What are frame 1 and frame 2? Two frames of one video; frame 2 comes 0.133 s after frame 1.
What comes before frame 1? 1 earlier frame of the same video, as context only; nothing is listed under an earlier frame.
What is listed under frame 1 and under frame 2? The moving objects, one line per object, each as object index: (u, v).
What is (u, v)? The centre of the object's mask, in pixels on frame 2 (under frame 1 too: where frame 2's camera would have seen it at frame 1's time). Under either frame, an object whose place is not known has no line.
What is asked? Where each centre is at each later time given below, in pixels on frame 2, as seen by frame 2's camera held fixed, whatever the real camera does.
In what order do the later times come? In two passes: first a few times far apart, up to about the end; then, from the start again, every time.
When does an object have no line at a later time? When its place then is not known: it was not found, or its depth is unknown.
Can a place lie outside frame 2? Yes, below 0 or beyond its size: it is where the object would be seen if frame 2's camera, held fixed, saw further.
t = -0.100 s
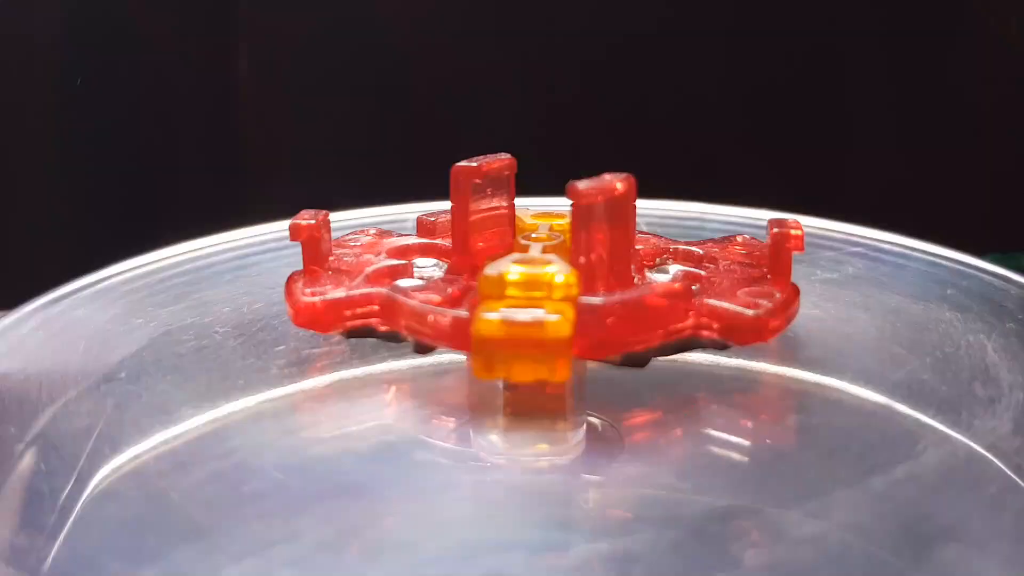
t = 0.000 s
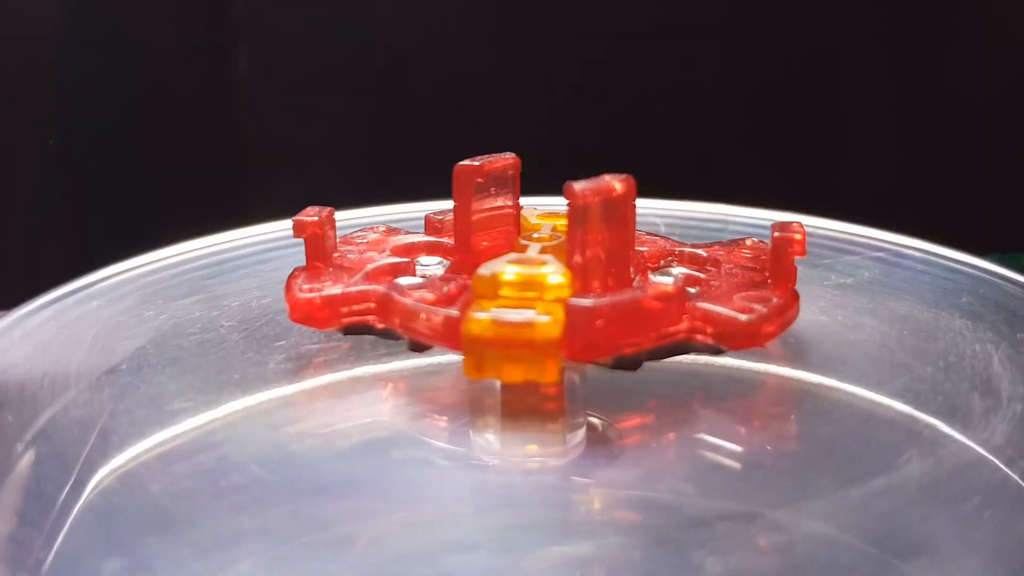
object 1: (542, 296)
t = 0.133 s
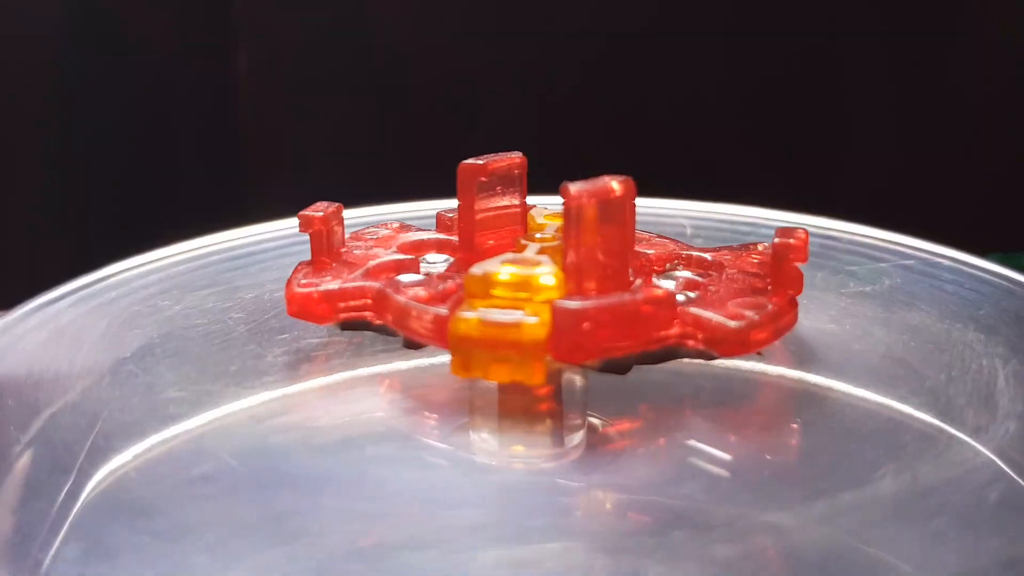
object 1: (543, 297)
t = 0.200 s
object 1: (544, 297)
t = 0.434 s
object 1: (544, 296)
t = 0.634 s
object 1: (547, 296)
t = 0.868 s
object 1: (550, 298)
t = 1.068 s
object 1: (551, 300)
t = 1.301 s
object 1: (552, 301)
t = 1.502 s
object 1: (552, 302)
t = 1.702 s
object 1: (551, 303)
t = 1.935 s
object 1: (550, 305)
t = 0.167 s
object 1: (544, 297)
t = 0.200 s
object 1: (544, 297)
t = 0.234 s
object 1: (544, 297)
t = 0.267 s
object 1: (544, 297)
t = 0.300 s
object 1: (545, 297)
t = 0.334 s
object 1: (544, 296)
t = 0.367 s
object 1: (544, 296)
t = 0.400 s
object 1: (544, 296)
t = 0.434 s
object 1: (544, 296)
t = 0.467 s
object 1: (545, 296)
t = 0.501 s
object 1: (545, 296)
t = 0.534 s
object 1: (545, 295)
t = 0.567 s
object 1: (546, 295)
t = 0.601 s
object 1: (546, 295)
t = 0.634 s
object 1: (547, 296)
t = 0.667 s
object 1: (547, 296)
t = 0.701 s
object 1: (548, 297)
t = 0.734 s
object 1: (548, 297)
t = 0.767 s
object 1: (549, 297)
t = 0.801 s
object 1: (549, 297)
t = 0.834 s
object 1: (549, 298)
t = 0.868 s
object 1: (550, 298)
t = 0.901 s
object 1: (550, 299)
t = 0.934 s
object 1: (550, 299)
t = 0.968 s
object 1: (550, 299)
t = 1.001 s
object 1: (551, 299)
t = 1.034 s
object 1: (551, 300)
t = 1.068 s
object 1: (551, 300)
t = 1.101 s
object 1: (552, 301)
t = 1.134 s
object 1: (552, 301)
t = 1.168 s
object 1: (552, 301)
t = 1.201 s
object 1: (552, 301)
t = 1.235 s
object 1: (552, 301)
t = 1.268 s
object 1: (552, 301)
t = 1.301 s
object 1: (552, 301)
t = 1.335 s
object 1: (552, 301)
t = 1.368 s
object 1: (552, 302)
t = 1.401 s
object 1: (552, 302)
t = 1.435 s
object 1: (552, 302)
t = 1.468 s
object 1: (552, 302)
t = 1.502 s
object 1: (552, 302)
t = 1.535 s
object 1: (552, 302)
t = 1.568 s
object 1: (552, 302)
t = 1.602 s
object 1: (552, 303)
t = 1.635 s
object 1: (552, 303)
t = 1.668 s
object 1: (552, 303)
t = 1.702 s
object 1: (551, 303)
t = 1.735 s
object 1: (551, 303)
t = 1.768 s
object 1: (551, 303)
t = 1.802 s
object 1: (551, 304)
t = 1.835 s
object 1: (551, 304)
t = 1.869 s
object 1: (550, 304)
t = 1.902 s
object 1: (550, 304)
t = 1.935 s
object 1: (550, 305)
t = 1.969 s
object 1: (549, 305)
